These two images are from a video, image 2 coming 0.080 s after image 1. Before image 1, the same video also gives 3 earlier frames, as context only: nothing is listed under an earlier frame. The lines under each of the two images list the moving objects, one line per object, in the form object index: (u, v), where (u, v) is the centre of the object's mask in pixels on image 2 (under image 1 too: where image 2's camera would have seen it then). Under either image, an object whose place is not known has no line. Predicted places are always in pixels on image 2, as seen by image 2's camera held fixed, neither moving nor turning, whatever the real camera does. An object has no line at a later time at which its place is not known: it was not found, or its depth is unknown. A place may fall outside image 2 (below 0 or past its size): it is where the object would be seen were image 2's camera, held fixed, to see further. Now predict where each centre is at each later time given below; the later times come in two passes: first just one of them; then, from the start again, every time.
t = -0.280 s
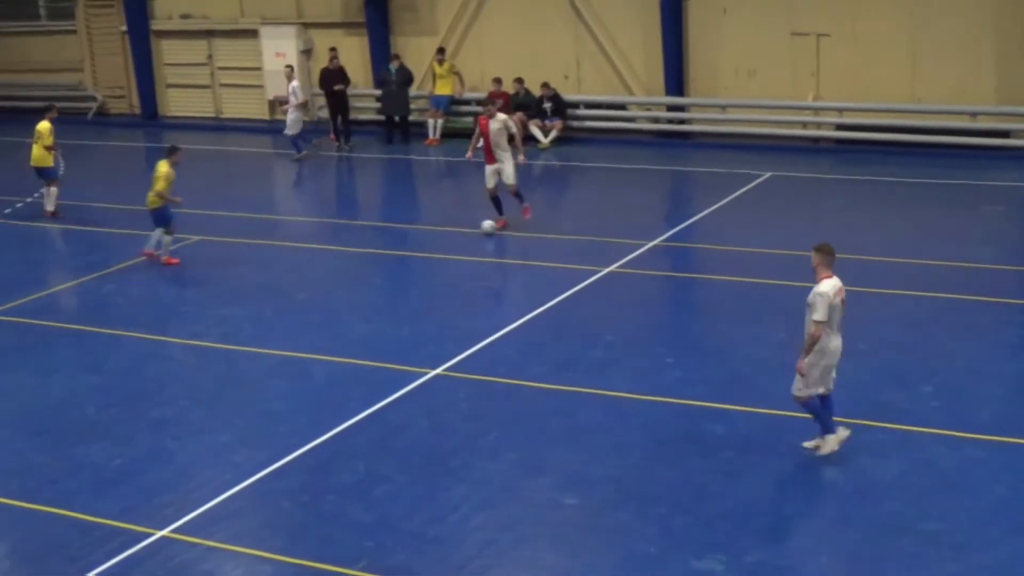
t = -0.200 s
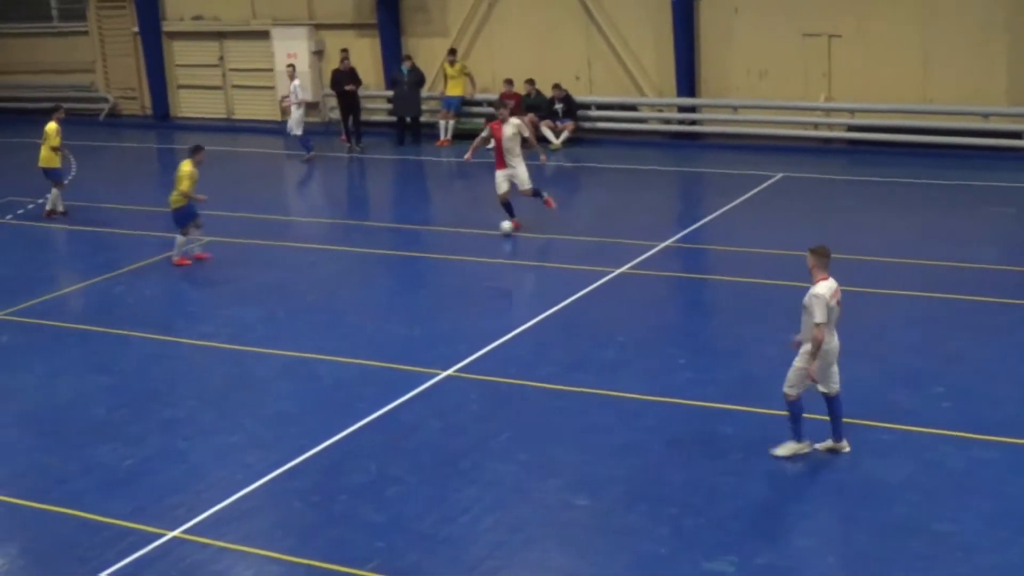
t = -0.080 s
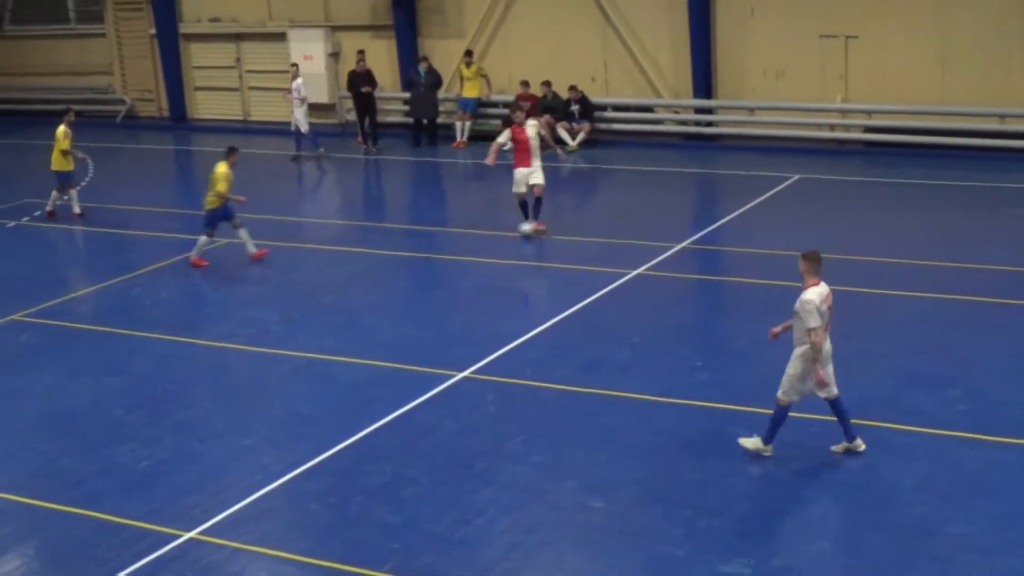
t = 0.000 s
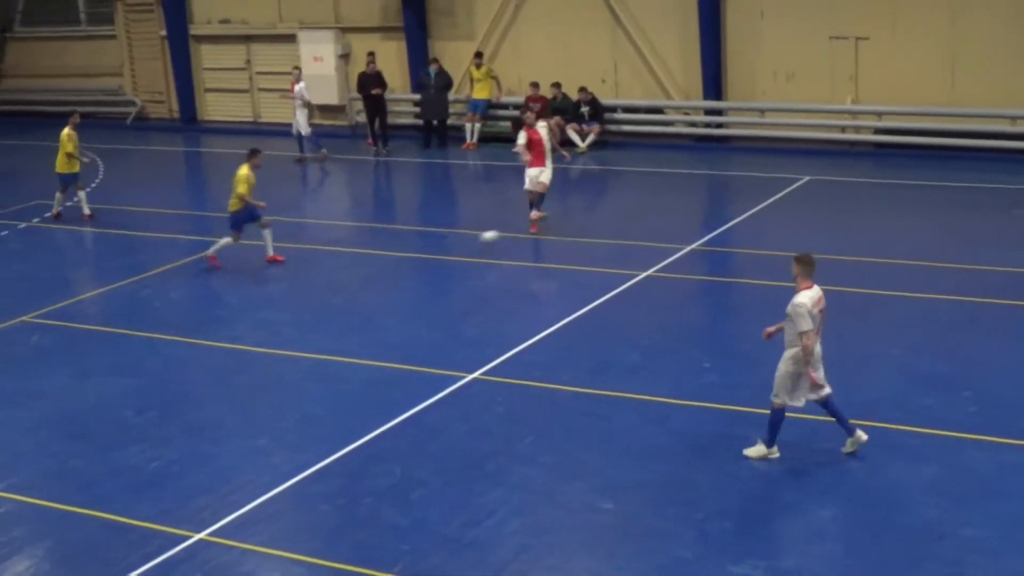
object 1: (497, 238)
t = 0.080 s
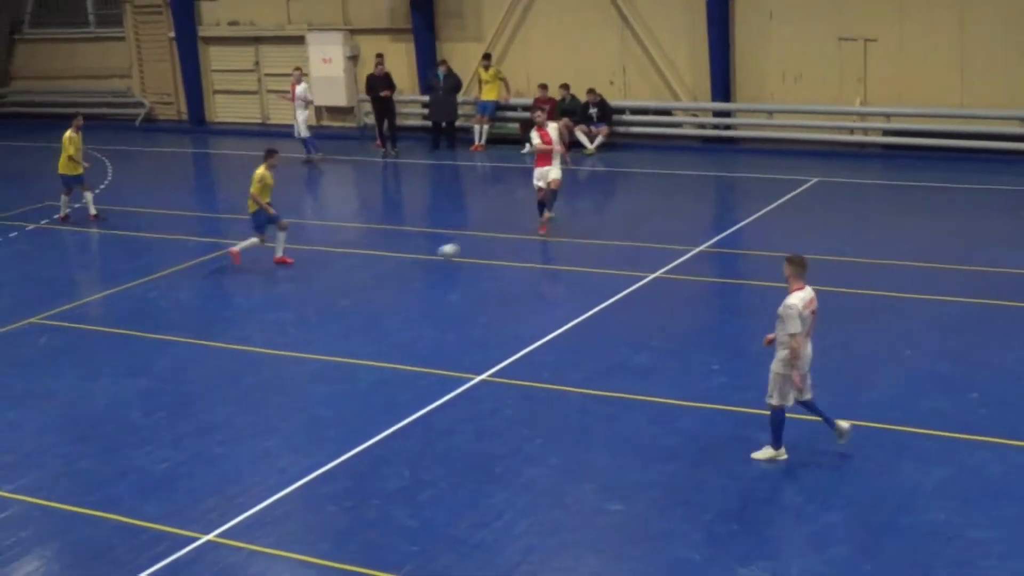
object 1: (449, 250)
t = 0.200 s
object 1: (369, 278)
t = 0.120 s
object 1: (424, 257)
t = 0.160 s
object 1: (396, 267)
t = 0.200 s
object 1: (369, 278)
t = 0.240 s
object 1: (342, 292)
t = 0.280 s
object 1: (314, 307)
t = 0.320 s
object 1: (287, 314)
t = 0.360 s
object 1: (261, 319)
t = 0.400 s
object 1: (236, 327)
